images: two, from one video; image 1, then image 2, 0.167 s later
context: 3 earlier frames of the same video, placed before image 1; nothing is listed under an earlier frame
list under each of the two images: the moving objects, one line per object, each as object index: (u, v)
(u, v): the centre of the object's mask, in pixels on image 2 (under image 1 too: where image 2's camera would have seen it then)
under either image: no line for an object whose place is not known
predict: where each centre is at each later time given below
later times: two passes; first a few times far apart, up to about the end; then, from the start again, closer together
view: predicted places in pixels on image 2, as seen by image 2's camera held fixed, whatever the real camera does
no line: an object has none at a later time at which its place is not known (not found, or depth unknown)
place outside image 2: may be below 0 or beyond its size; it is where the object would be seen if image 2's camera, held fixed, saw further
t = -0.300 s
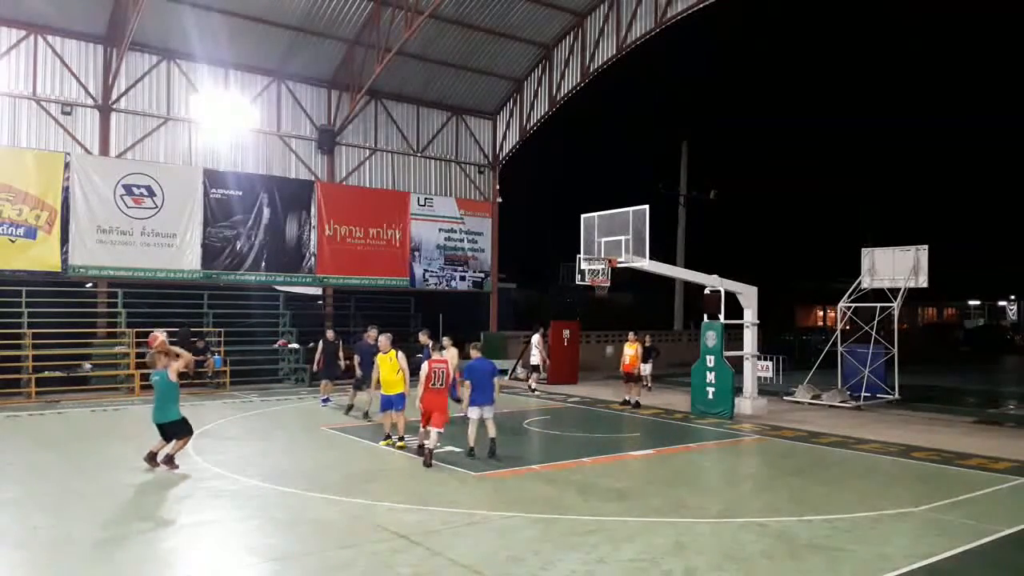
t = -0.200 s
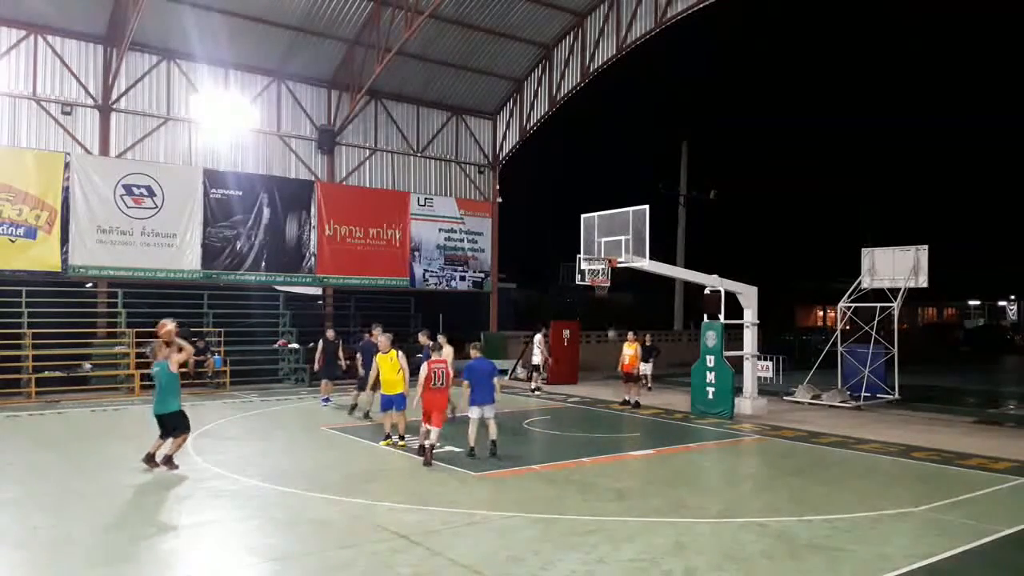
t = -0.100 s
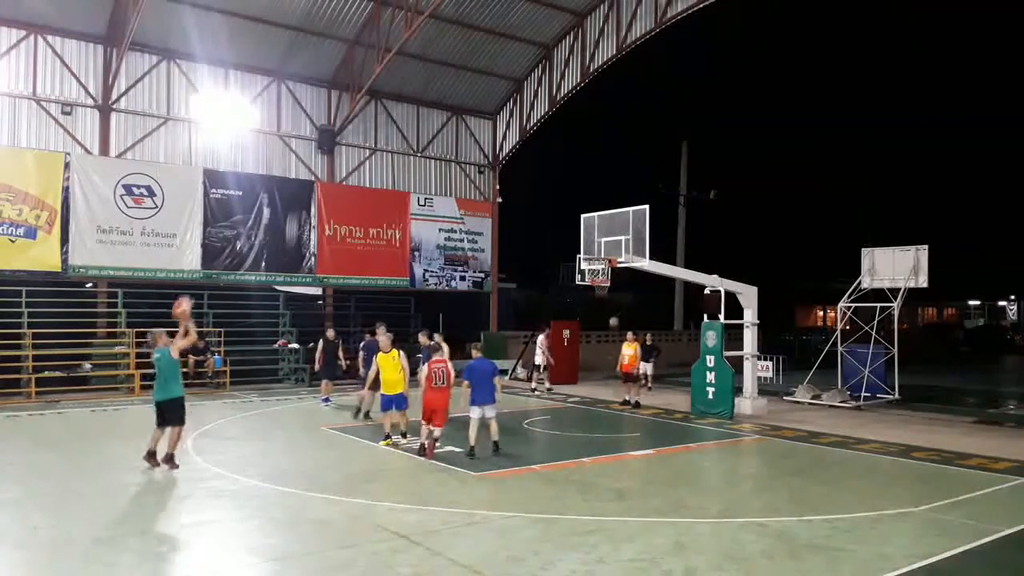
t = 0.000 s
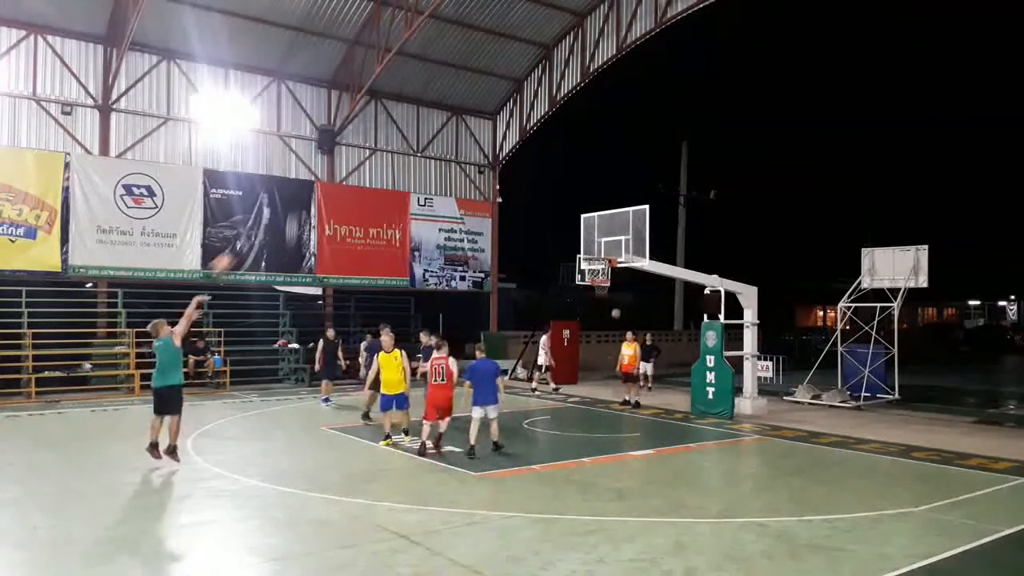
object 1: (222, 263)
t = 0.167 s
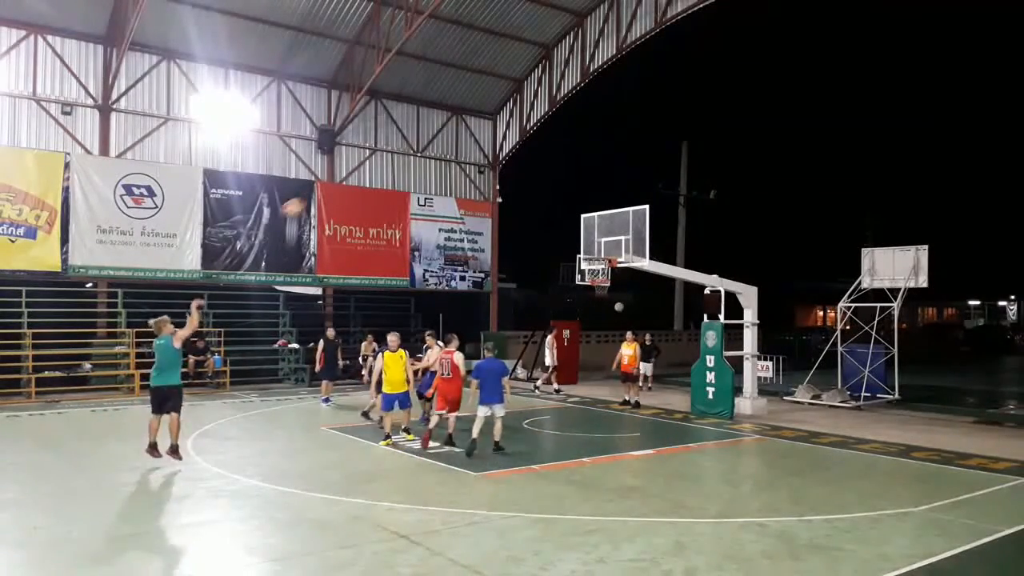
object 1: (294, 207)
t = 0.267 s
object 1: (331, 185)
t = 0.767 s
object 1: (495, 177)
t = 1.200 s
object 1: (579, 248)
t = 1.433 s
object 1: (554, 244)
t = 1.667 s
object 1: (524, 272)
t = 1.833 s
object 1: (499, 319)
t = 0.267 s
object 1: (331, 185)
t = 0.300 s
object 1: (343, 180)
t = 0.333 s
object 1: (354, 174)
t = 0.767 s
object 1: (495, 177)
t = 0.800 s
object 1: (505, 182)
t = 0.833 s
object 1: (513, 186)
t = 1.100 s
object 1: (578, 245)
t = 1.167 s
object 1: (582, 250)
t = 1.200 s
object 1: (579, 248)
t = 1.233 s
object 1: (576, 246)
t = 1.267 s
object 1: (573, 244)
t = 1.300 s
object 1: (569, 242)
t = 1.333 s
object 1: (565, 242)
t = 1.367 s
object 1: (561, 242)
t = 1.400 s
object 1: (558, 242)
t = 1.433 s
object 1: (554, 244)
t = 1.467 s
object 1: (550, 246)
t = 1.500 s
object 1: (546, 248)
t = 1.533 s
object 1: (542, 251)
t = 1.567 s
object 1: (538, 255)
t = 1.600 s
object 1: (533, 260)
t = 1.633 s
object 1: (529, 266)
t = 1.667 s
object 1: (524, 272)
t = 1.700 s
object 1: (520, 280)
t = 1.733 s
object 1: (514, 289)
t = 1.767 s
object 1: (509, 298)
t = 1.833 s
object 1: (499, 319)
